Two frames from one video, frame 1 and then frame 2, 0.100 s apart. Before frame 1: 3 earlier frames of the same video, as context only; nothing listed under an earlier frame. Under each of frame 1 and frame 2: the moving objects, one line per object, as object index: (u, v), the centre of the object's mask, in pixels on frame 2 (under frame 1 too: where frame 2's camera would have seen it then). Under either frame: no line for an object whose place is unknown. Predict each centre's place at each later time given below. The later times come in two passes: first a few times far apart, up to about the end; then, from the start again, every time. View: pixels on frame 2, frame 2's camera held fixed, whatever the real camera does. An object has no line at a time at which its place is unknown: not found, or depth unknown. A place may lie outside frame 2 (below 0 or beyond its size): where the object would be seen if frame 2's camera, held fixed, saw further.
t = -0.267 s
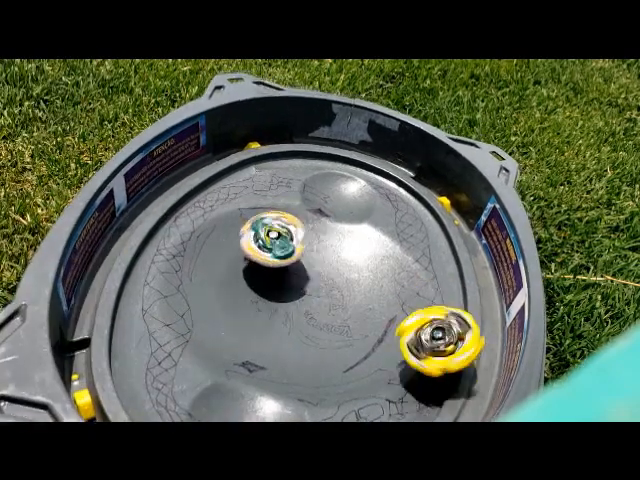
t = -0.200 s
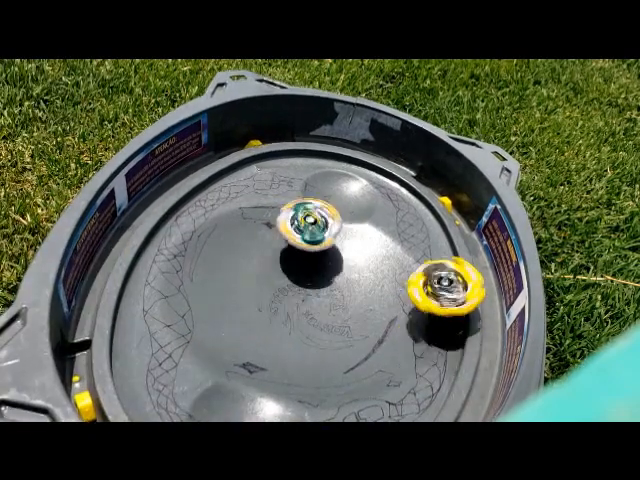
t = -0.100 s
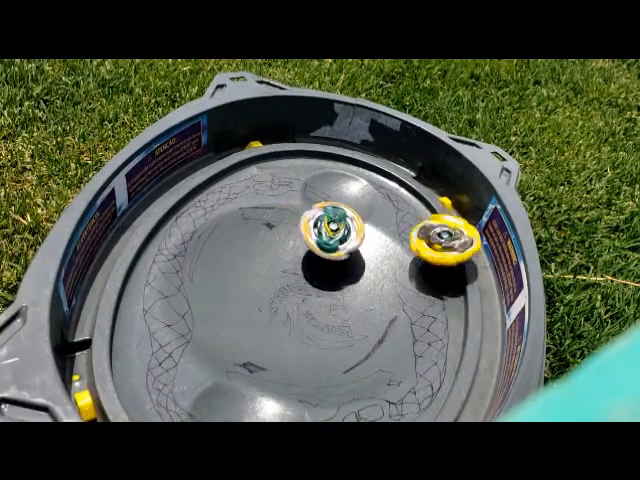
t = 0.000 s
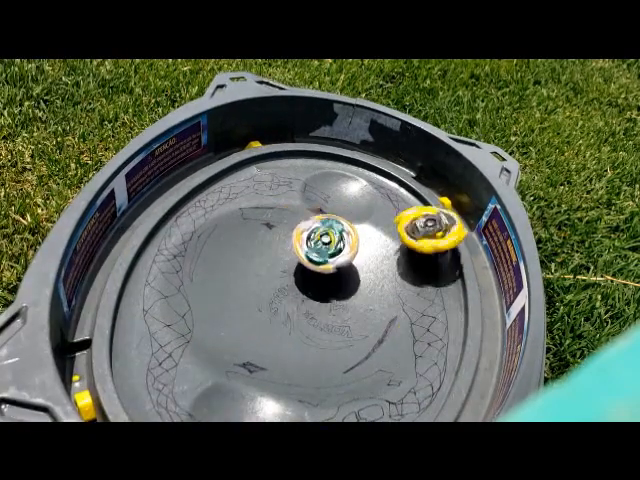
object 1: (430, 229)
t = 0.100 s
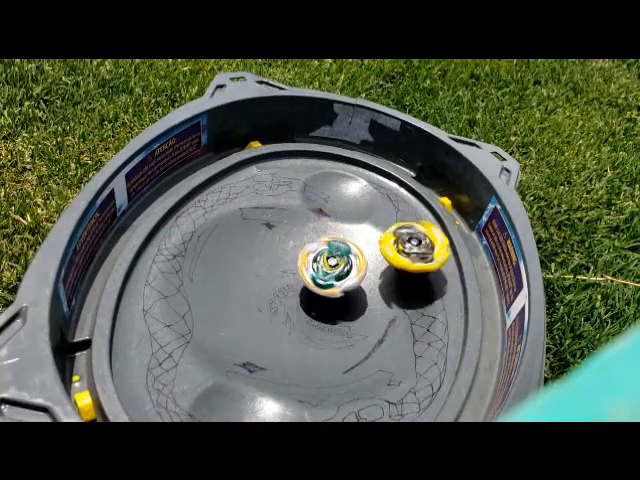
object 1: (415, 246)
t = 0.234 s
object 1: (473, 254)
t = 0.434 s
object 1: (477, 284)
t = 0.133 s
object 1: (409, 256)
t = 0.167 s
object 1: (439, 251)
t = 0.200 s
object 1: (467, 254)
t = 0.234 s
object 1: (473, 254)
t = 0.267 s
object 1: (481, 258)
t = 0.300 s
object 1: (479, 261)
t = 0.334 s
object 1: (477, 264)
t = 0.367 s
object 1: (477, 270)
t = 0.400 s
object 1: (483, 276)
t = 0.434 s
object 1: (477, 284)
